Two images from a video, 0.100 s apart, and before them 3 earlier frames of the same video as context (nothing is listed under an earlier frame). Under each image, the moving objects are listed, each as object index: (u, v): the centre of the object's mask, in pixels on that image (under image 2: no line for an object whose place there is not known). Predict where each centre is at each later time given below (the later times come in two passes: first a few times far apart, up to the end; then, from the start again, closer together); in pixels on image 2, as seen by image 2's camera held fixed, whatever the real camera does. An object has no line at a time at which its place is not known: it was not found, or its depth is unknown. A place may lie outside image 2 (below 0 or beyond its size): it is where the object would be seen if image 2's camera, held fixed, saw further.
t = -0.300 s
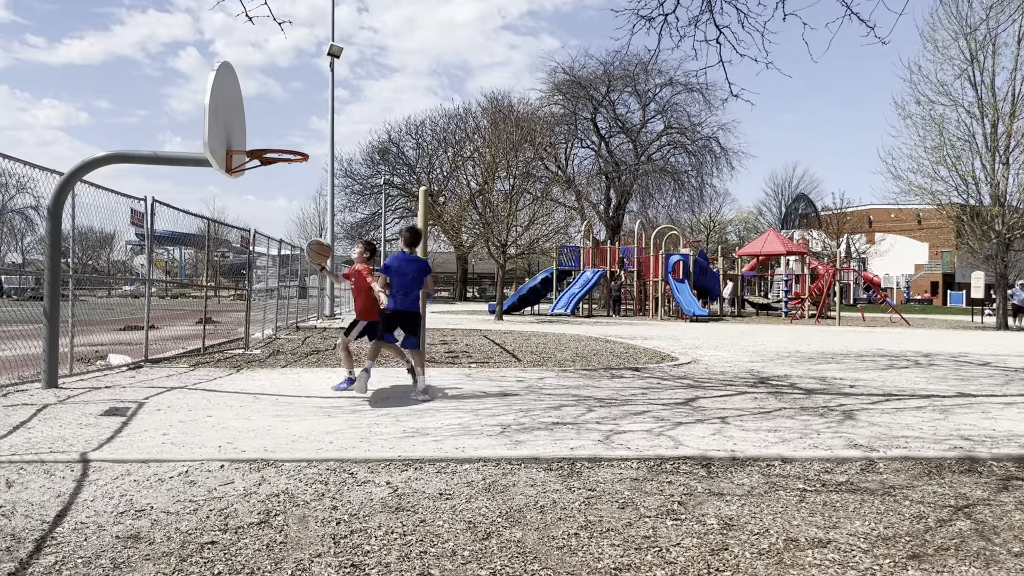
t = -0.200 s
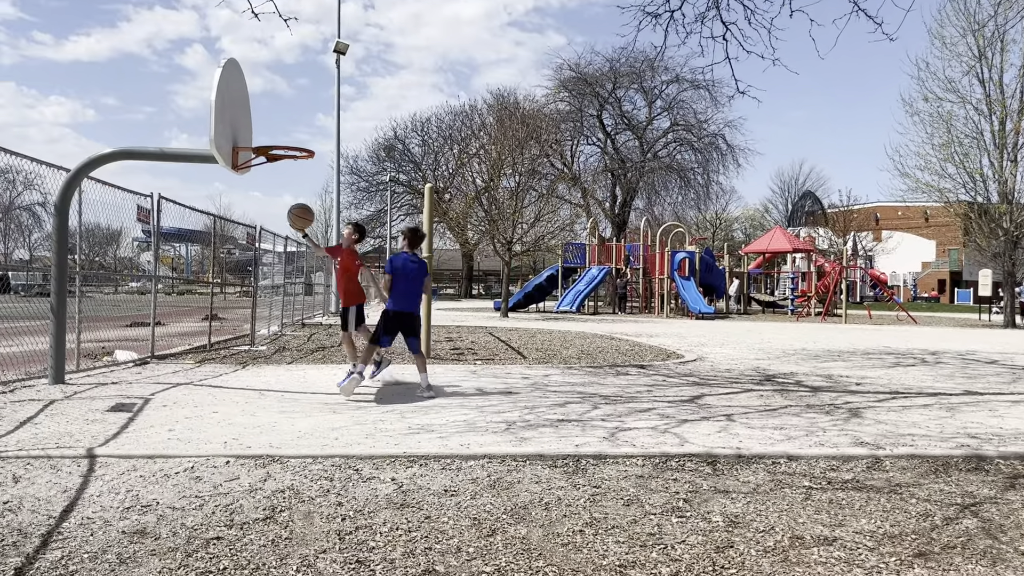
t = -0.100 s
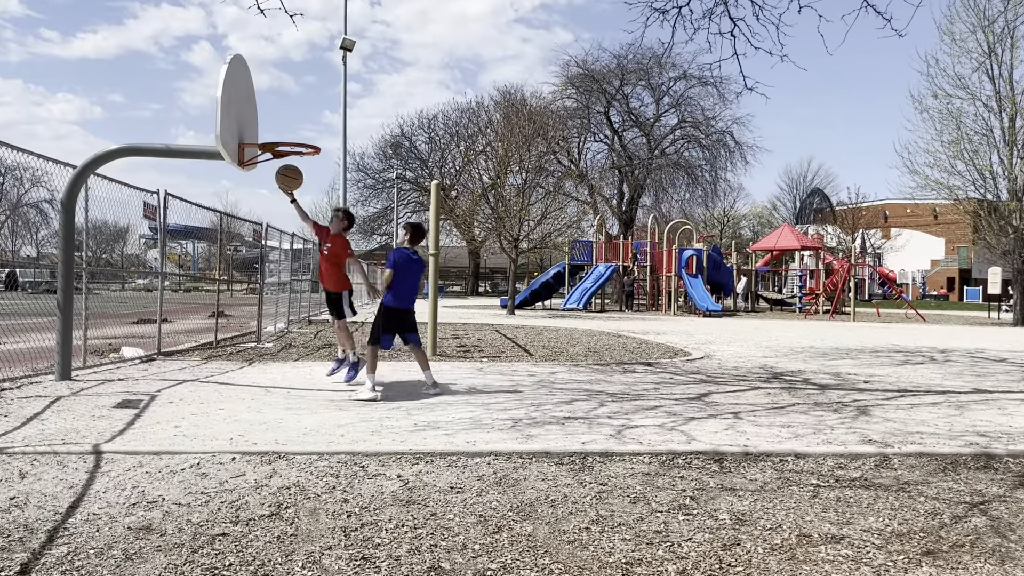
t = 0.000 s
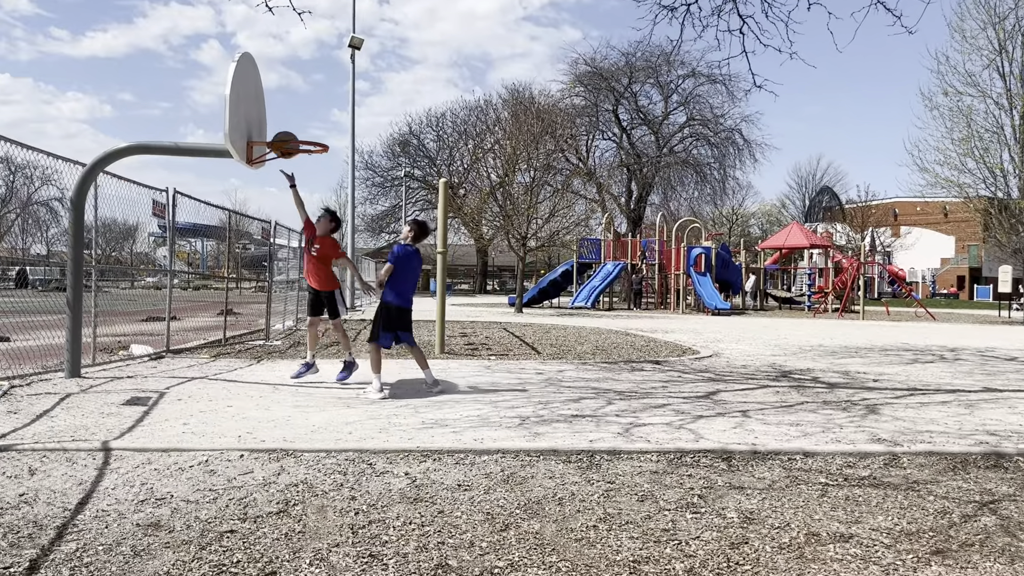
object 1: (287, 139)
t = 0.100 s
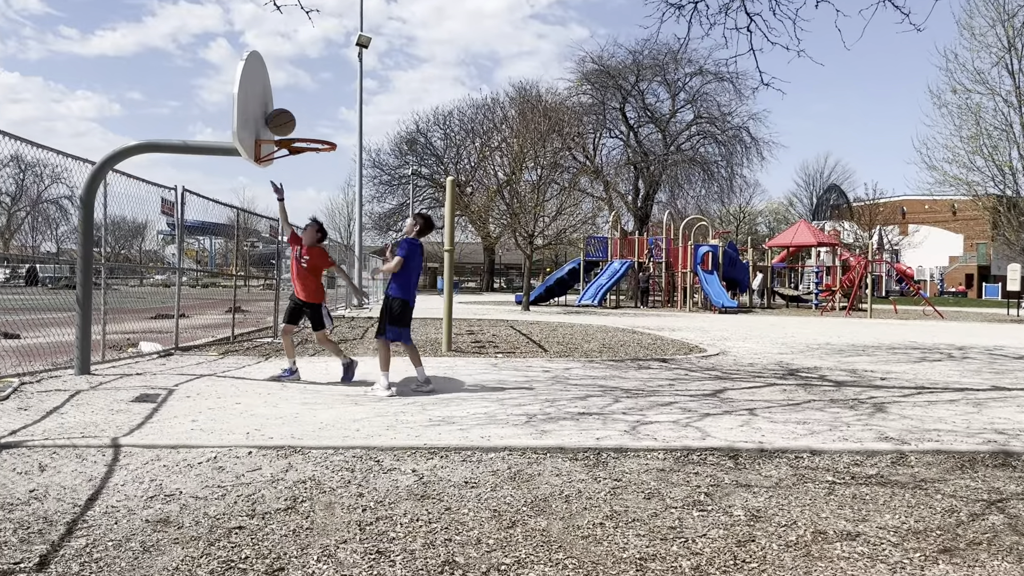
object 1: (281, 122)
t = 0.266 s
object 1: (288, 117)
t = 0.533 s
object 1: (300, 178)
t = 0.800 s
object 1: (312, 333)
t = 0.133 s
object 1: (281, 119)
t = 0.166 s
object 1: (283, 116)
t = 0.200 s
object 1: (284, 115)
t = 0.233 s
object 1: (286, 116)
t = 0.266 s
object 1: (288, 117)
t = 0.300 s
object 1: (289, 120)
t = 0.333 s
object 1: (291, 124)
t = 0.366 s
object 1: (292, 128)
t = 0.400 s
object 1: (295, 136)
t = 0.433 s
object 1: (297, 145)
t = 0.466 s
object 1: (297, 157)
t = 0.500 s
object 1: (298, 166)
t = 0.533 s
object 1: (300, 178)
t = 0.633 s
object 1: (305, 225)
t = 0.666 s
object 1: (307, 244)
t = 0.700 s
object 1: (308, 264)
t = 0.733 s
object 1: (309, 285)
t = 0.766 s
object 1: (311, 308)
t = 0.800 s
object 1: (312, 333)
